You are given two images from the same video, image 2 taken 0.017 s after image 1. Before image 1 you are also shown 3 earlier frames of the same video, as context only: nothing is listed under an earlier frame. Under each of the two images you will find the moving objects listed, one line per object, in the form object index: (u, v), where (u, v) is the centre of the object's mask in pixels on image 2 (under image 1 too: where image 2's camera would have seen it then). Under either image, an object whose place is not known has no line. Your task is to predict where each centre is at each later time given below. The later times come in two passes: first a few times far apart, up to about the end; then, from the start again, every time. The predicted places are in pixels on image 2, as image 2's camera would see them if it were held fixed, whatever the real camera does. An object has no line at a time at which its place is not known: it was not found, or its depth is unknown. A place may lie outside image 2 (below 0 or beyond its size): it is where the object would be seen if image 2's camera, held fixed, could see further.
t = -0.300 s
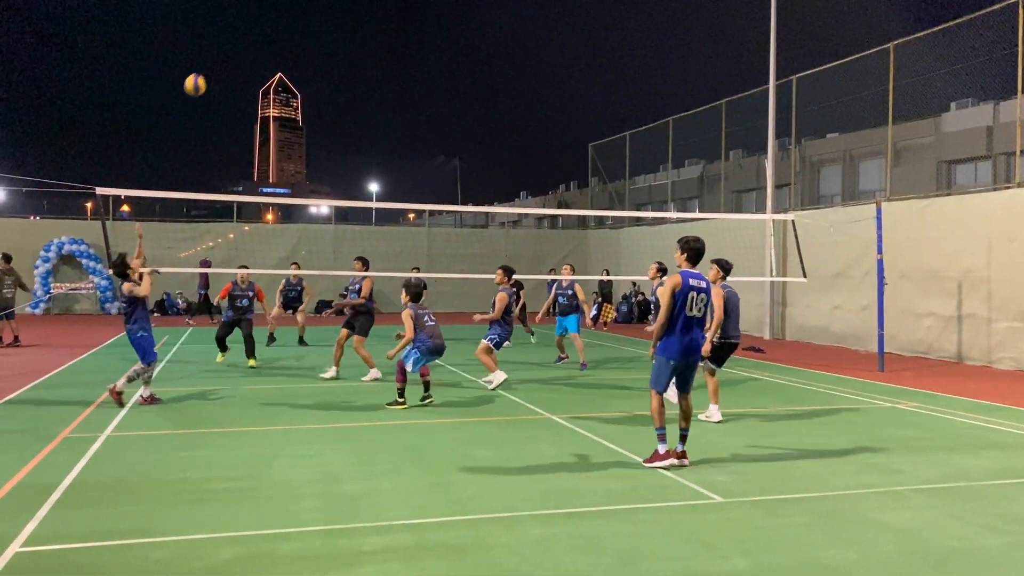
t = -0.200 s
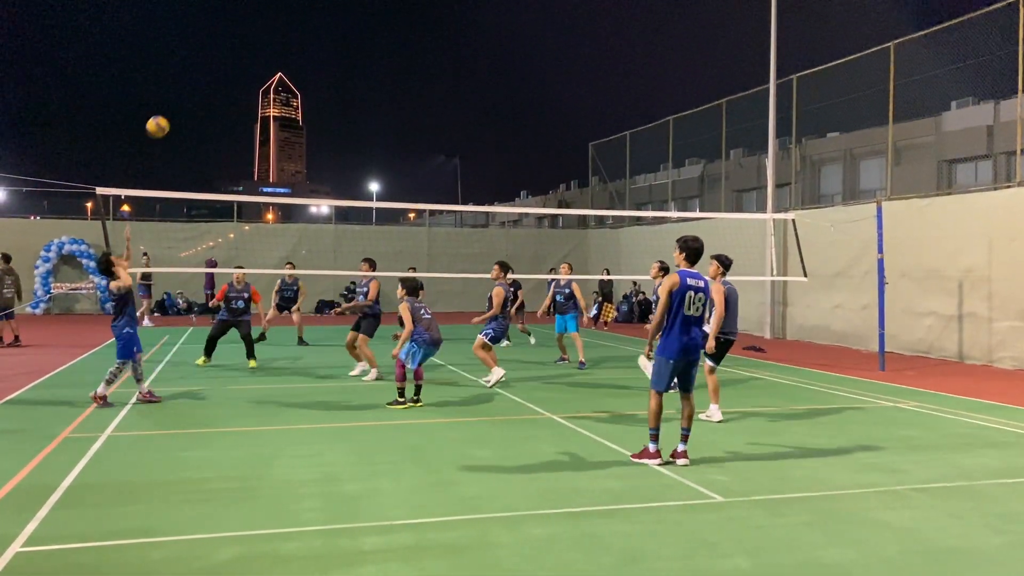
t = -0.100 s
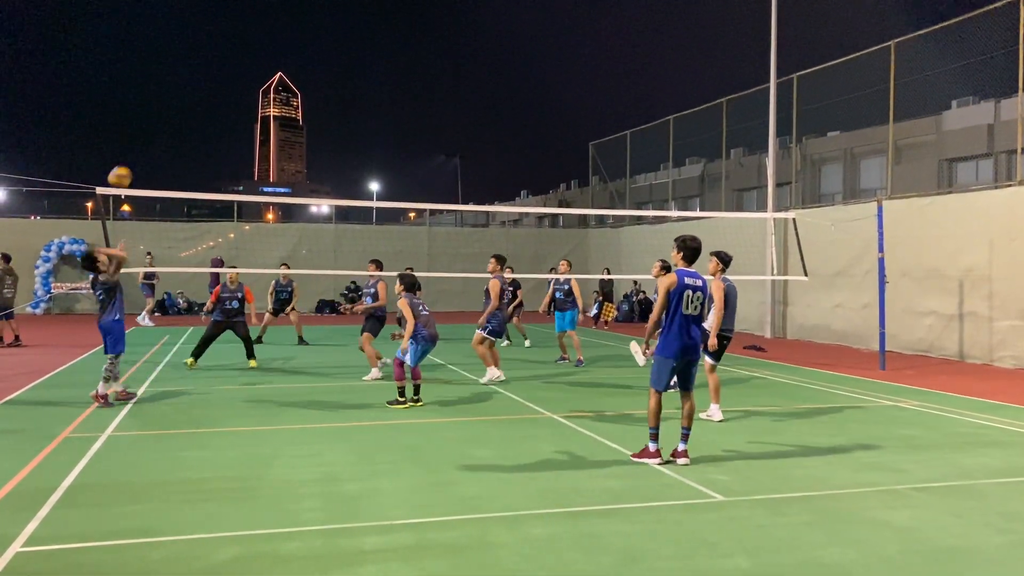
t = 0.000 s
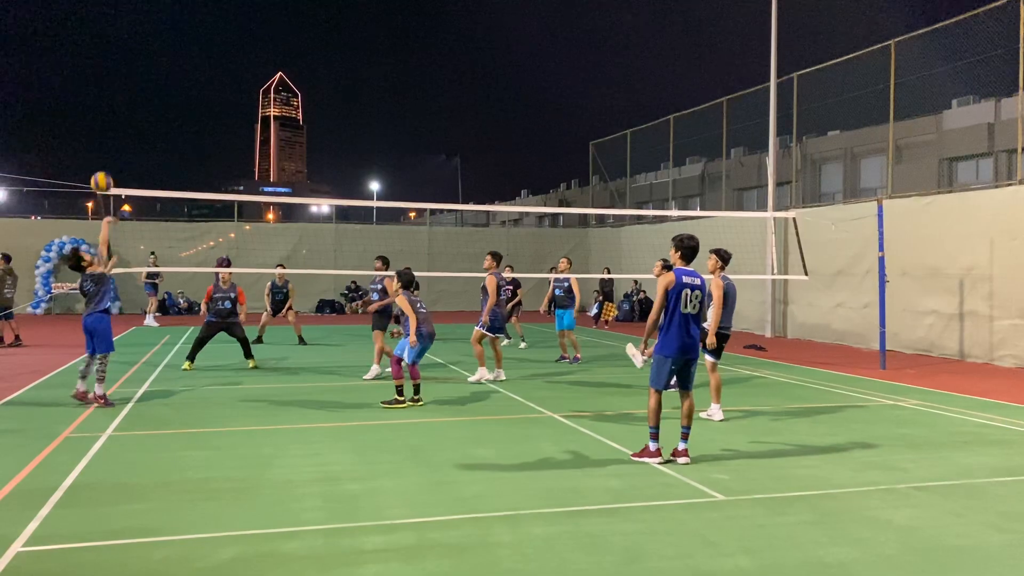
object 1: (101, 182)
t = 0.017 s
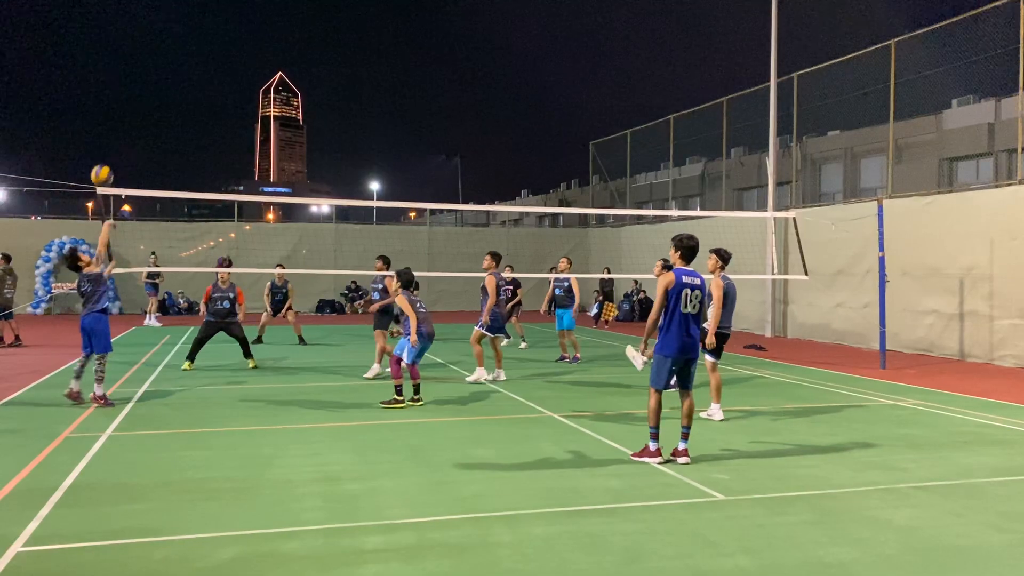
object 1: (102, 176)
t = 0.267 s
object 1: (106, 103)
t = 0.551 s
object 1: (111, 92)
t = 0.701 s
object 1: (114, 114)
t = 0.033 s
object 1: (102, 169)
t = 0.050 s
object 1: (102, 163)
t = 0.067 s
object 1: (103, 156)
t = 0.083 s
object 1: (103, 150)
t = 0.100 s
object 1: (103, 145)
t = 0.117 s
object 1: (103, 140)
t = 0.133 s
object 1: (104, 134)
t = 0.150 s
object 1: (104, 130)
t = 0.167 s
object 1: (104, 125)
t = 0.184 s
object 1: (104, 121)
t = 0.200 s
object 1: (105, 117)
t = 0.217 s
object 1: (105, 113)
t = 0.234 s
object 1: (105, 109)
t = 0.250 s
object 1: (106, 106)
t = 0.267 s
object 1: (106, 103)
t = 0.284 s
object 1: (107, 101)
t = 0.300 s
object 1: (107, 98)
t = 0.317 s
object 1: (107, 96)
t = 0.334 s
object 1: (107, 94)
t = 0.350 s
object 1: (107, 92)
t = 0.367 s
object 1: (108, 91)
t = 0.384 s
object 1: (108, 90)
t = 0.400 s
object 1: (108, 89)
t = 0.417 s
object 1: (109, 88)
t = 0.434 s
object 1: (109, 88)
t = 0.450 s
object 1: (109, 88)
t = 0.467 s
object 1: (110, 88)
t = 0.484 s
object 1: (110, 88)
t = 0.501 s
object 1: (110, 89)
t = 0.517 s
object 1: (111, 90)
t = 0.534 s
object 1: (111, 91)
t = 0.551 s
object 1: (111, 92)
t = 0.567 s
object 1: (112, 94)
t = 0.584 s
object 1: (112, 95)
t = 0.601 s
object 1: (112, 97)
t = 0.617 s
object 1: (112, 99)
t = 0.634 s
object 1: (113, 102)
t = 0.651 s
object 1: (113, 105)
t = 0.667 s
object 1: (114, 107)
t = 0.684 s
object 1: (114, 111)
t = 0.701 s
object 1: (114, 114)
